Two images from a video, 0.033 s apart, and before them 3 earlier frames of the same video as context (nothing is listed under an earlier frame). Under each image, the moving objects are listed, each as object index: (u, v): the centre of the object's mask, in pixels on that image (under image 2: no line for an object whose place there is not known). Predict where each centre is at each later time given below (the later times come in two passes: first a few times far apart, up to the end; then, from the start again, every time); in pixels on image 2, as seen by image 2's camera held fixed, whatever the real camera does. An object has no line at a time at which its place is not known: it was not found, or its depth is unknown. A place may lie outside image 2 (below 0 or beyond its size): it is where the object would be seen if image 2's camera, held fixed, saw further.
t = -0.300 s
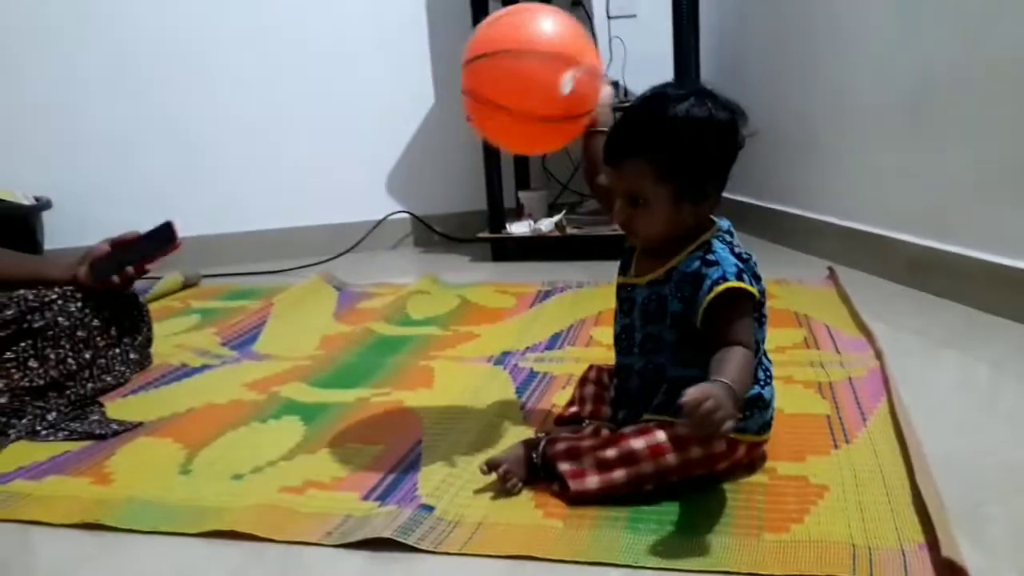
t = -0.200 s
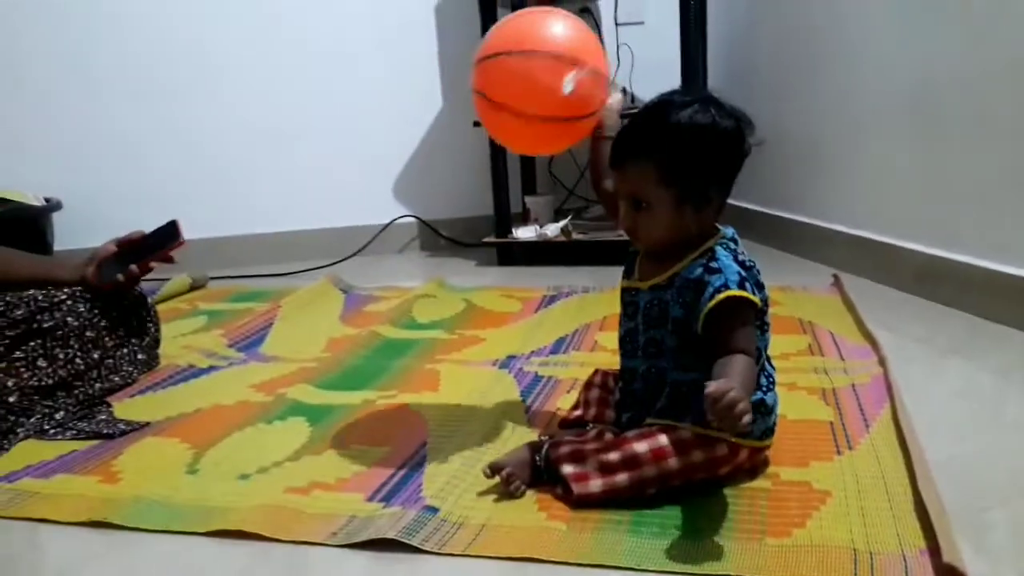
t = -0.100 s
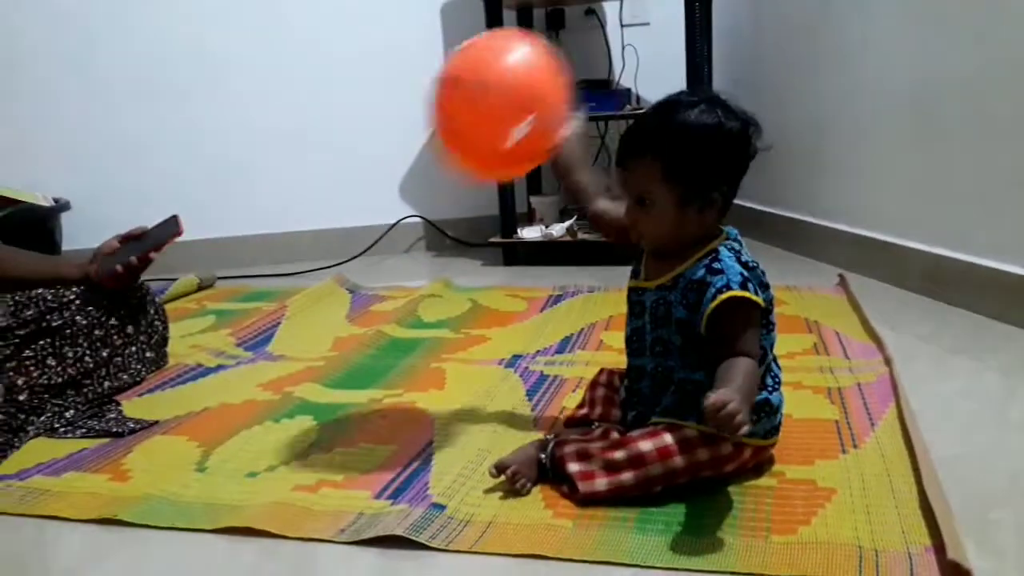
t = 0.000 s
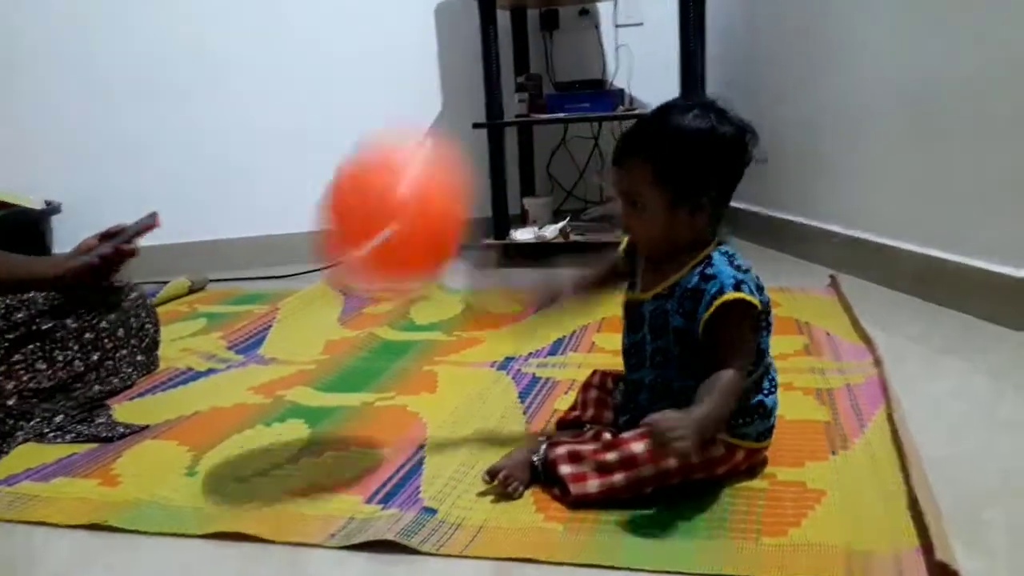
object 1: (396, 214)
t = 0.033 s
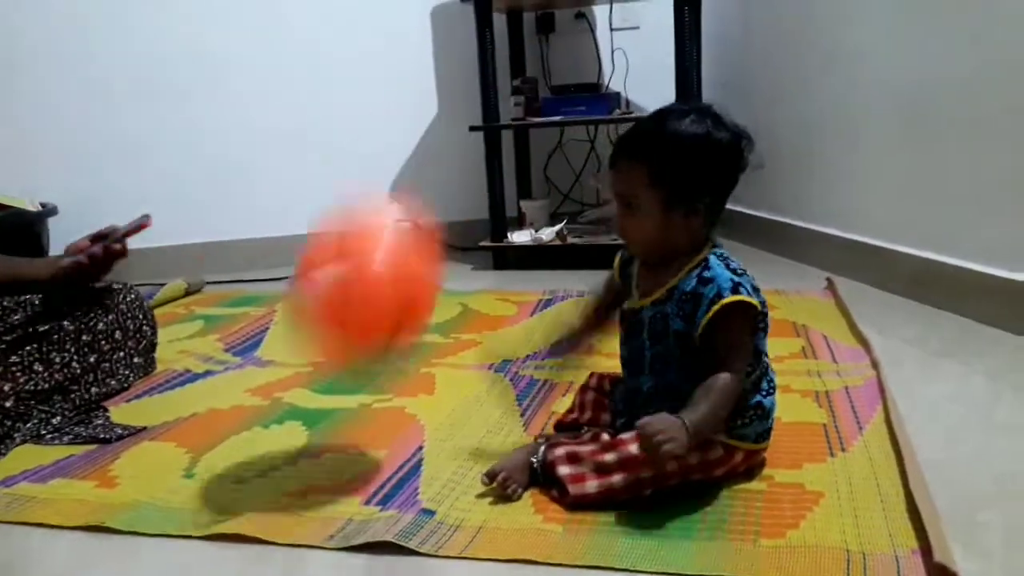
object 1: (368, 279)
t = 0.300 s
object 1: (226, 181)
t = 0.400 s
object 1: (187, 167)
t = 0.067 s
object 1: (343, 360)
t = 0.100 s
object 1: (325, 427)
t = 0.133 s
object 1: (303, 363)
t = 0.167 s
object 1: (290, 315)
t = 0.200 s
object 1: (273, 272)
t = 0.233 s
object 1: (258, 234)
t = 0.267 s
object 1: (242, 204)
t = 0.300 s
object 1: (226, 181)
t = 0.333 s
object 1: (210, 167)
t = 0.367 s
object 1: (199, 162)
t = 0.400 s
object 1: (187, 167)
